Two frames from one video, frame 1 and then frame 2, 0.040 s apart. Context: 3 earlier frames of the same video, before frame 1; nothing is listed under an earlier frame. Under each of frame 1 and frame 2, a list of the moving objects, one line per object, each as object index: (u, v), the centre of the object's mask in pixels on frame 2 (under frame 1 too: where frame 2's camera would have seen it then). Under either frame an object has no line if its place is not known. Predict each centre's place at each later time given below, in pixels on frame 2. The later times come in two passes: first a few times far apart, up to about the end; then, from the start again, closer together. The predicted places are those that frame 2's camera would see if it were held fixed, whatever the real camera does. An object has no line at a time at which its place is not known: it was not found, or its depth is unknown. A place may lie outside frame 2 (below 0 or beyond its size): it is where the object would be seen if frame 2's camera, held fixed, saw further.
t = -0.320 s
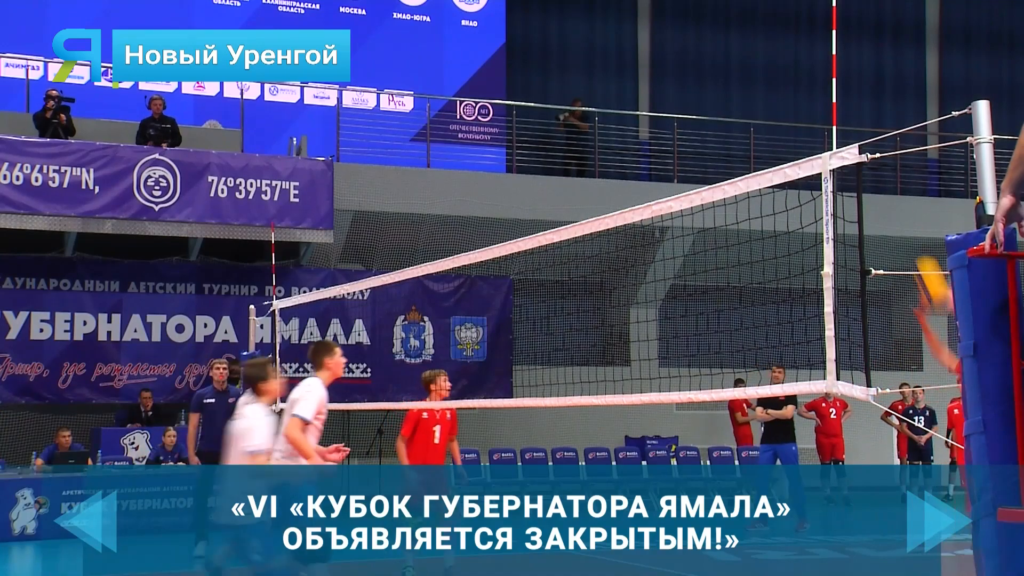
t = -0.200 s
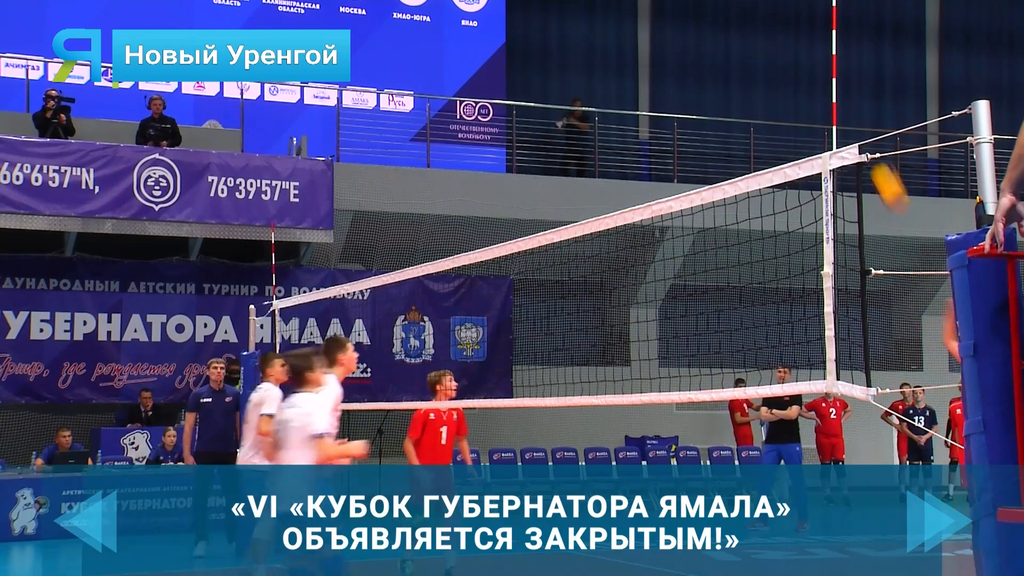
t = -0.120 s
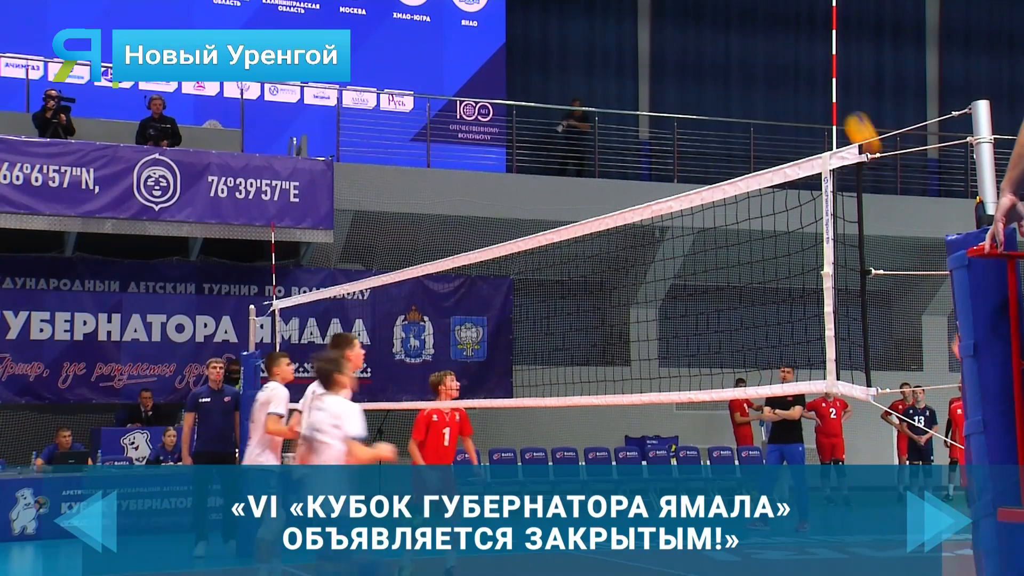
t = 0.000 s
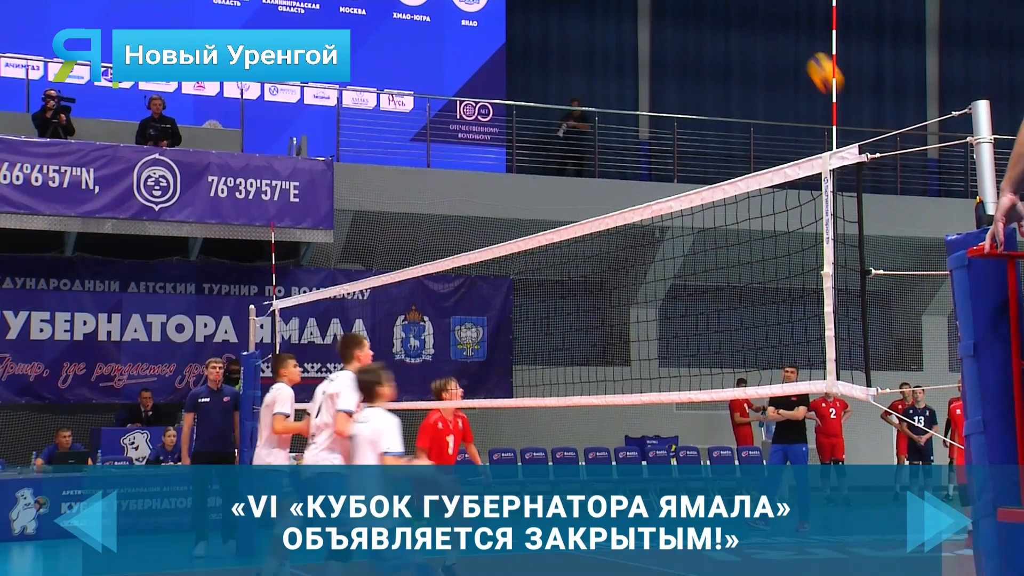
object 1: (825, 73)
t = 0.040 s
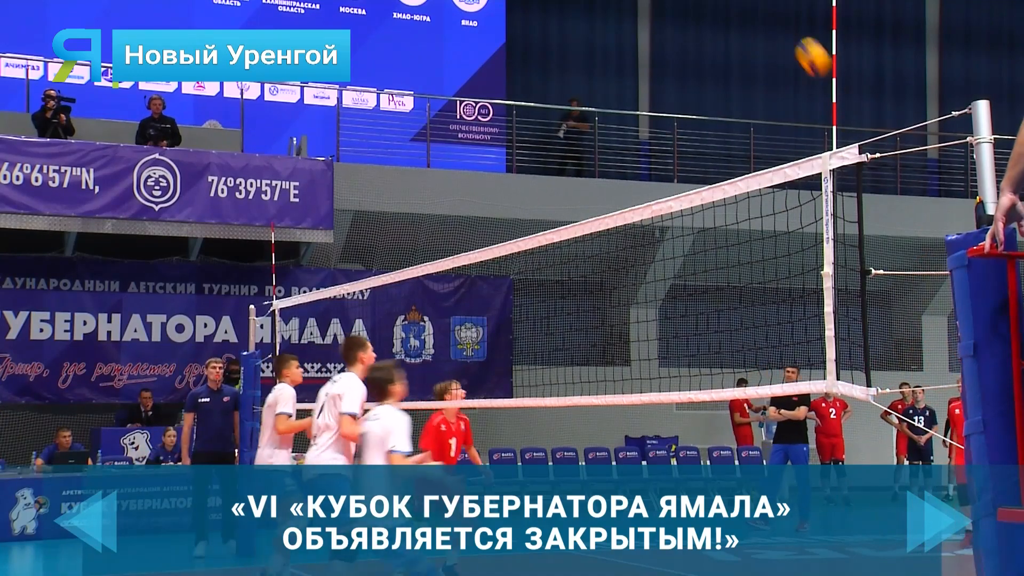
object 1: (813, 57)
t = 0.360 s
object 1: (722, 7)
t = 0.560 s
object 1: (669, 32)
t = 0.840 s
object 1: (598, 153)
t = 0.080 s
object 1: (801, 43)
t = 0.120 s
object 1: (790, 31)
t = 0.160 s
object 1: (778, 21)
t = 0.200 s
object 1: (767, 14)
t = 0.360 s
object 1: (722, 7)
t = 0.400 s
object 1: (710, 8)
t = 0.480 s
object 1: (690, 14)
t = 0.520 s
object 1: (679, 22)
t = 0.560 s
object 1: (669, 32)
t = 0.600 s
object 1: (659, 44)
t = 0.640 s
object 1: (648, 57)
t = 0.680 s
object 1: (637, 73)
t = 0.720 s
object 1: (627, 90)
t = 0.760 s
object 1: (618, 109)
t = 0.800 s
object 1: (608, 131)
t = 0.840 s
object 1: (598, 153)
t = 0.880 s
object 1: (589, 177)
